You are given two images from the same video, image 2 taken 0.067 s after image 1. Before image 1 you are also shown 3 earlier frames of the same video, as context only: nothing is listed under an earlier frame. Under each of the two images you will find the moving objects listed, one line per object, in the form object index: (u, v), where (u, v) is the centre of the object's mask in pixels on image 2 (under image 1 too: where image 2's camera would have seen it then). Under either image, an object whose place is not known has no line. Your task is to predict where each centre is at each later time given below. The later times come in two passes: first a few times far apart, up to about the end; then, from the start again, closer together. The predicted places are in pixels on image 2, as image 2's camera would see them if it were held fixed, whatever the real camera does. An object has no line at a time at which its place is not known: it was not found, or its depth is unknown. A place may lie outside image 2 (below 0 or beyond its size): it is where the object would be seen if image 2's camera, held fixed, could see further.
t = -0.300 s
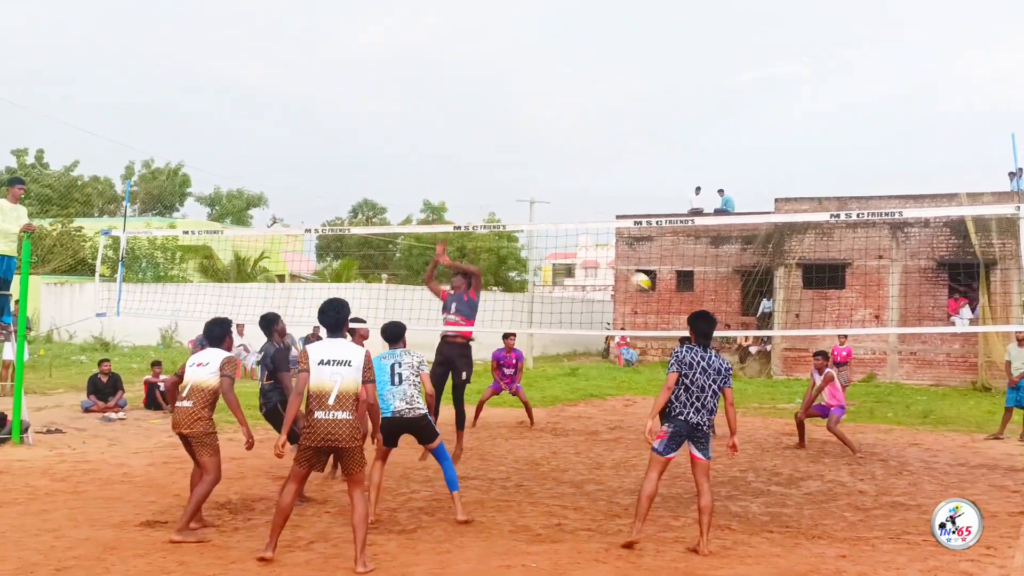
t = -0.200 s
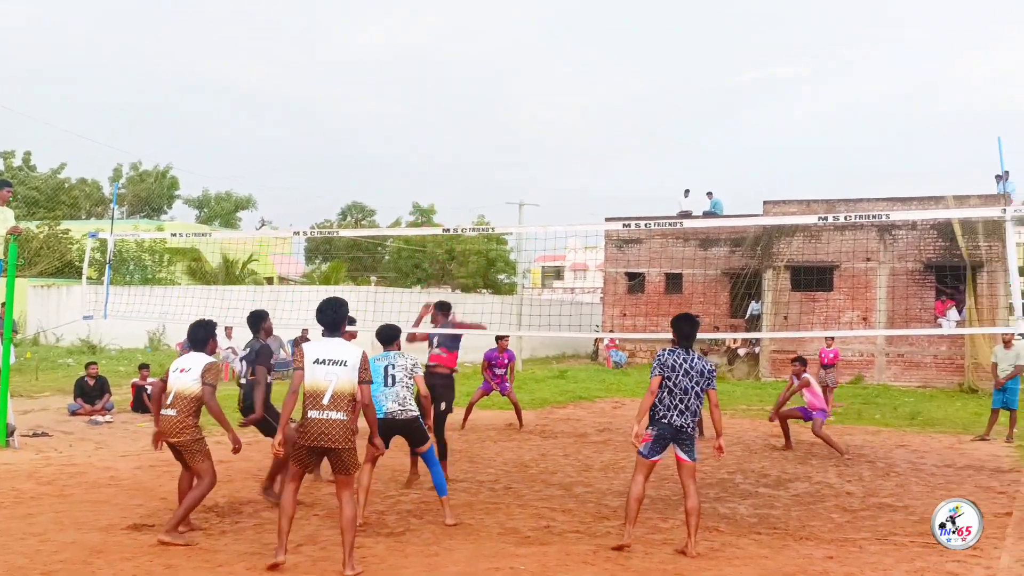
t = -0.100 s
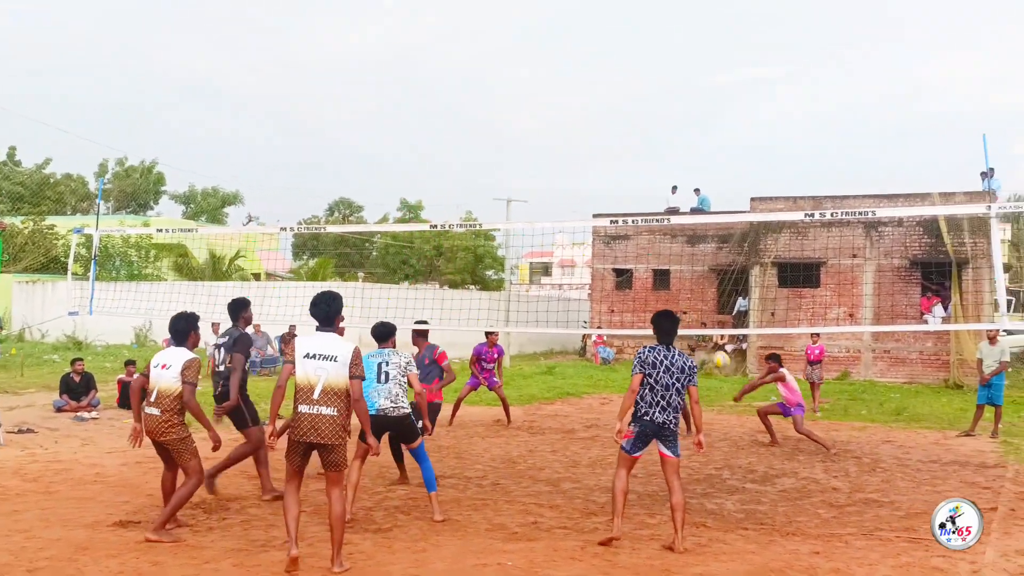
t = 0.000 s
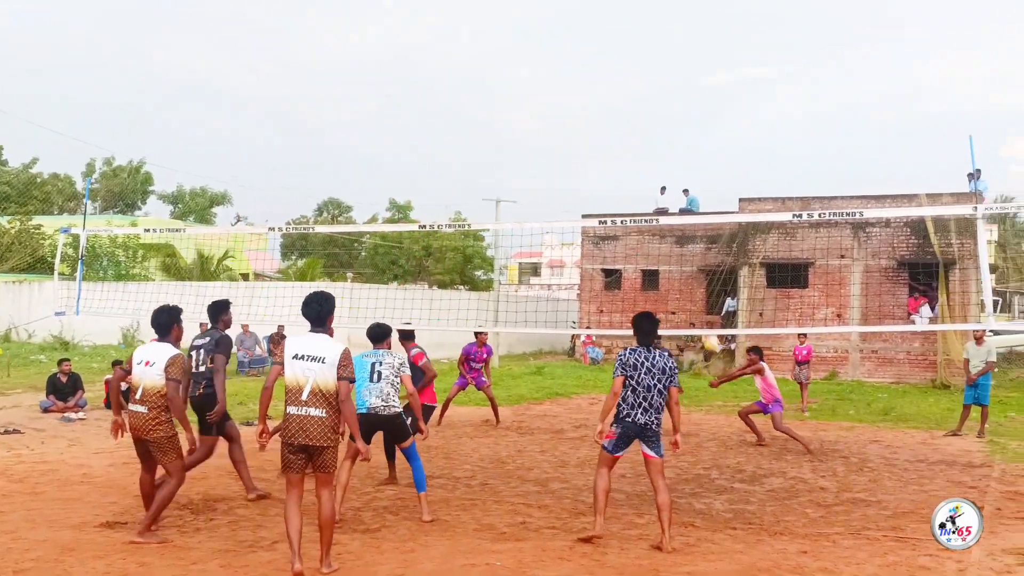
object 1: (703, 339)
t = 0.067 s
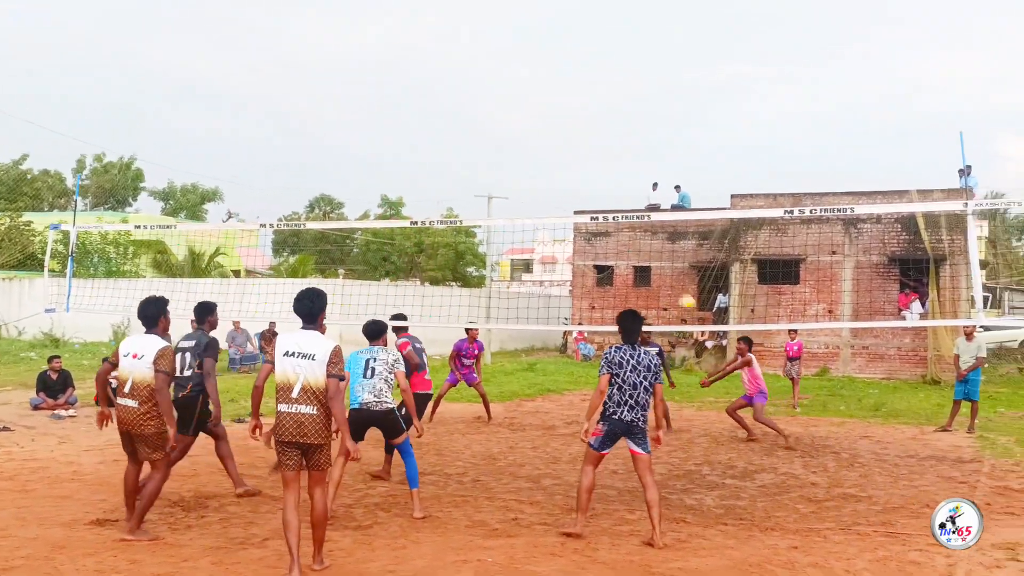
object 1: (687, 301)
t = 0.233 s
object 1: (649, 226)
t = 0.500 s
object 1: (585, 143)
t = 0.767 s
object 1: (521, 109)
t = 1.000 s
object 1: (464, 122)
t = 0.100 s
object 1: (679, 284)
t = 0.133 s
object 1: (672, 269)
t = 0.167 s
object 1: (664, 254)
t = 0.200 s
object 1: (656, 237)
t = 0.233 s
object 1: (649, 226)
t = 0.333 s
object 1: (624, 188)
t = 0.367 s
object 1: (617, 178)
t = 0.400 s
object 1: (609, 167)
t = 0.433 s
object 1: (601, 158)
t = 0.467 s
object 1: (593, 150)
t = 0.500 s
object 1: (585, 143)
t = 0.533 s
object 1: (577, 136)
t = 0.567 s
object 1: (569, 129)
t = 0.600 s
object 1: (561, 124)
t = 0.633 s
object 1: (554, 119)
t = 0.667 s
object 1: (546, 115)
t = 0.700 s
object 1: (538, 112)
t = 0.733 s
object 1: (530, 110)
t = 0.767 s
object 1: (521, 109)
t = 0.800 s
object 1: (513, 109)
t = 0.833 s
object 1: (505, 109)
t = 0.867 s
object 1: (497, 110)
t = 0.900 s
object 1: (489, 112)
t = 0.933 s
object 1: (481, 114)
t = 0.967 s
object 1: (472, 118)
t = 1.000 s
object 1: (464, 122)
